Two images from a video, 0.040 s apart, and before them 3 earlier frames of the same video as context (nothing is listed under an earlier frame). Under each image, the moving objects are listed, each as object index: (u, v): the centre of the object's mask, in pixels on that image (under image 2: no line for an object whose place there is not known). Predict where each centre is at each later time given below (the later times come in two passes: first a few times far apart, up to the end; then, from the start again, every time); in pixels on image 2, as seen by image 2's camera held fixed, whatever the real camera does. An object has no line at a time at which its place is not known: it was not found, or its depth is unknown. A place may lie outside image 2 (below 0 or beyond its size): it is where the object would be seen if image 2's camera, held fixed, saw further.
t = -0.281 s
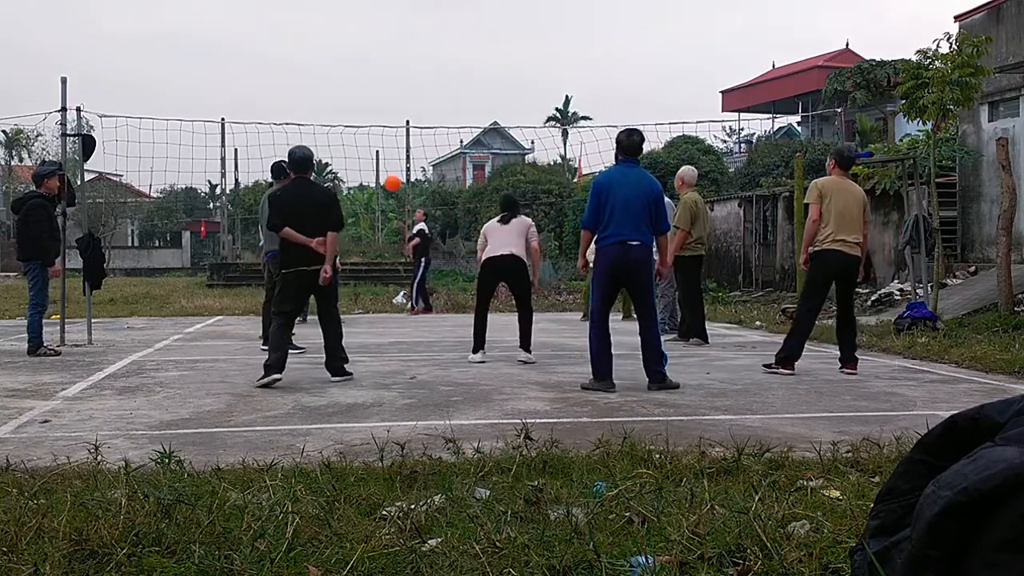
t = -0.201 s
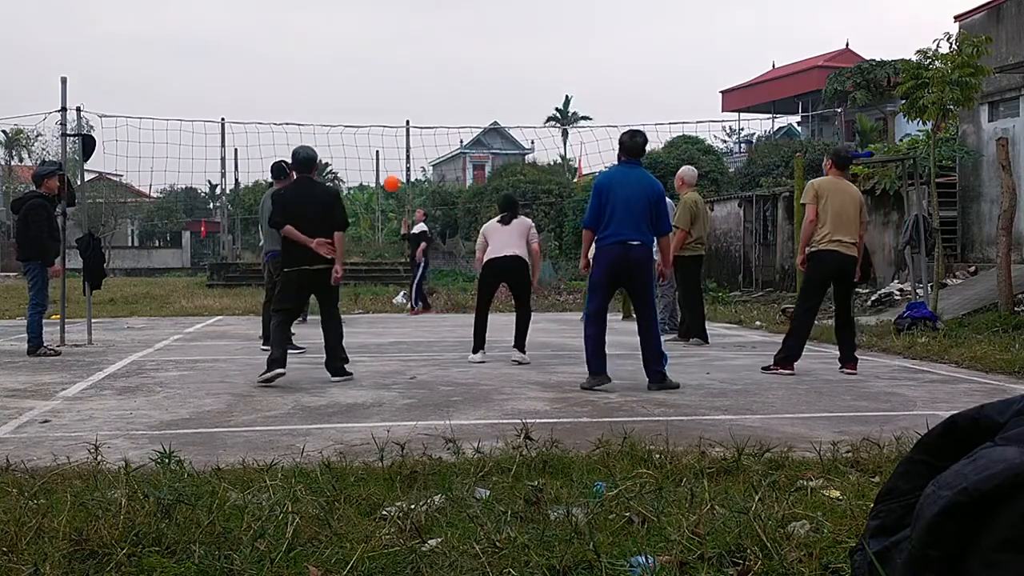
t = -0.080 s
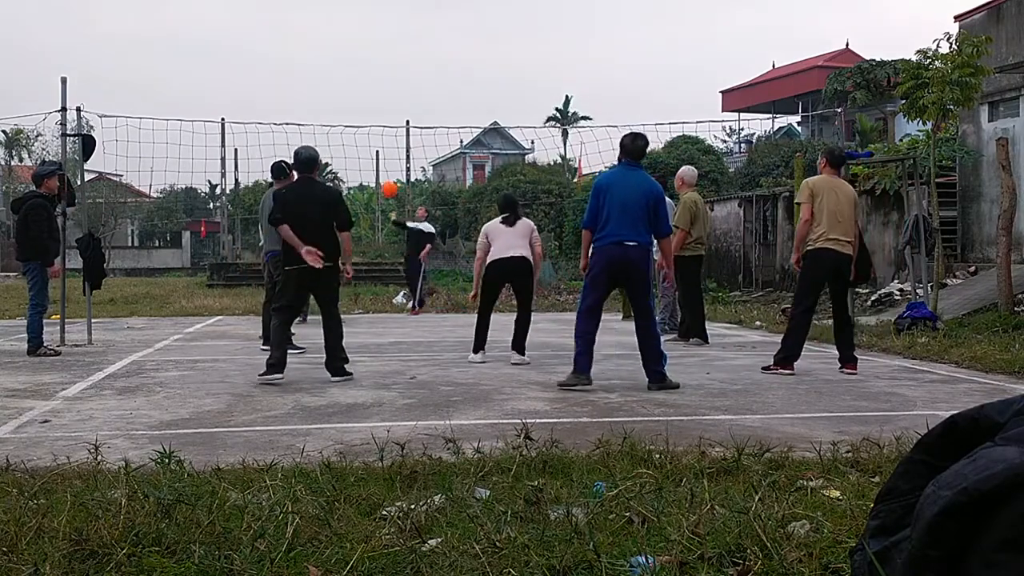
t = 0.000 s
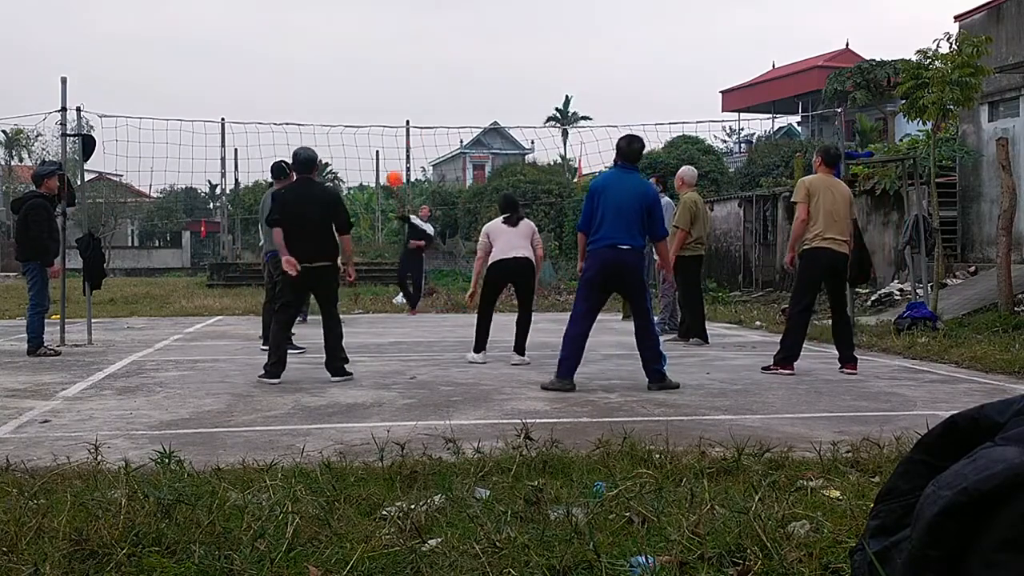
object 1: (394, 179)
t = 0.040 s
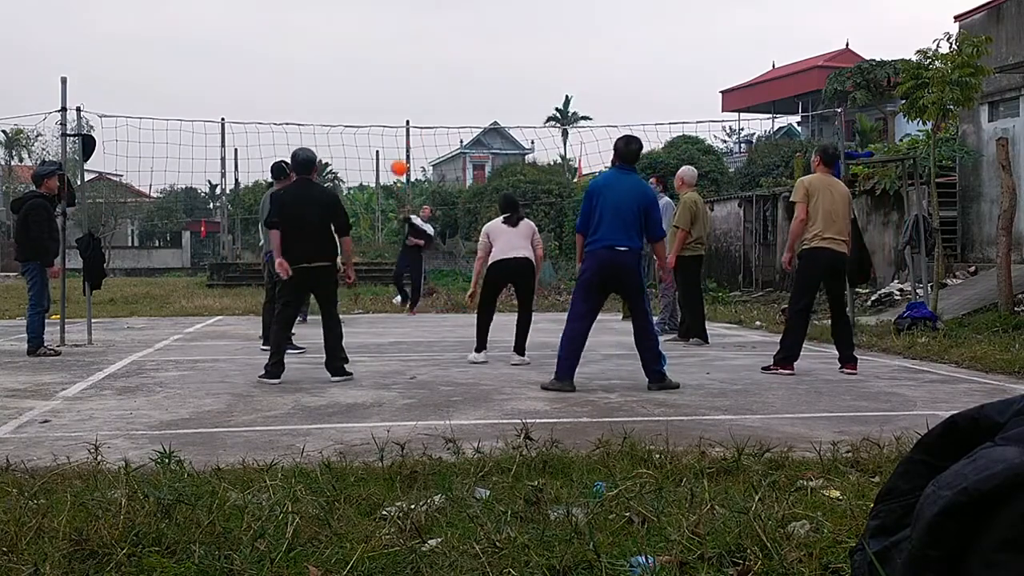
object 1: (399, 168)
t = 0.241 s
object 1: (430, 115)
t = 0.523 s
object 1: (485, 93)
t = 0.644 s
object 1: (510, 101)
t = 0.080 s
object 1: (403, 157)
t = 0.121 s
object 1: (408, 148)
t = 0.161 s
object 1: (414, 138)
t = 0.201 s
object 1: (425, 121)
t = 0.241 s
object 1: (430, 115)
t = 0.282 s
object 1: (436, 109)
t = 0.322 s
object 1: (442, 104)
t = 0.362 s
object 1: (448, 99)
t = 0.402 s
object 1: (455, 96)
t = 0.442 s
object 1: (469, 93)
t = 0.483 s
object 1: (477, 93)
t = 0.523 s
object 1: (485, 93)
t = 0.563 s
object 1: (492, 95)
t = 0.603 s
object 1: (501, 97)
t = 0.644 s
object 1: (510, 101)
